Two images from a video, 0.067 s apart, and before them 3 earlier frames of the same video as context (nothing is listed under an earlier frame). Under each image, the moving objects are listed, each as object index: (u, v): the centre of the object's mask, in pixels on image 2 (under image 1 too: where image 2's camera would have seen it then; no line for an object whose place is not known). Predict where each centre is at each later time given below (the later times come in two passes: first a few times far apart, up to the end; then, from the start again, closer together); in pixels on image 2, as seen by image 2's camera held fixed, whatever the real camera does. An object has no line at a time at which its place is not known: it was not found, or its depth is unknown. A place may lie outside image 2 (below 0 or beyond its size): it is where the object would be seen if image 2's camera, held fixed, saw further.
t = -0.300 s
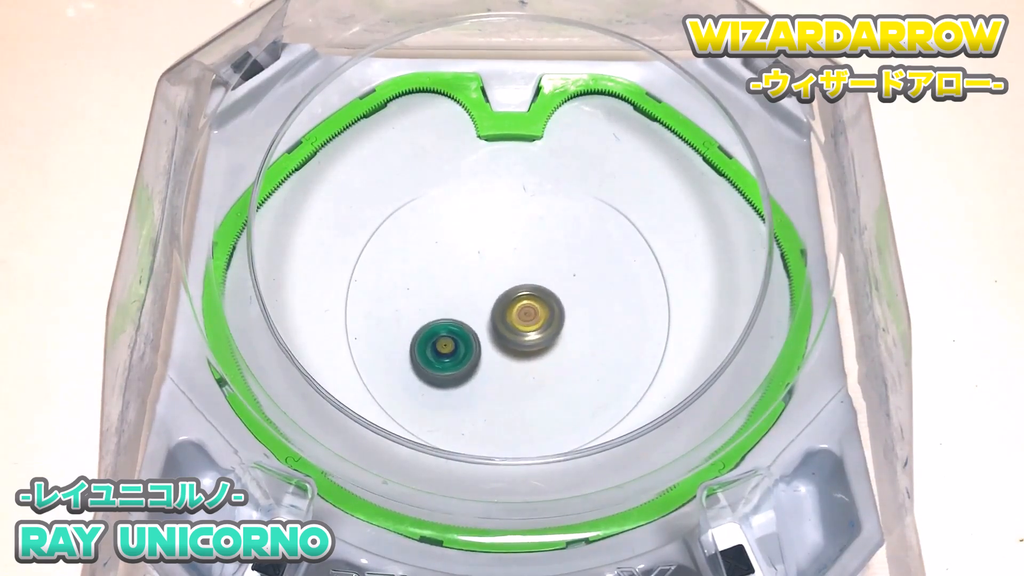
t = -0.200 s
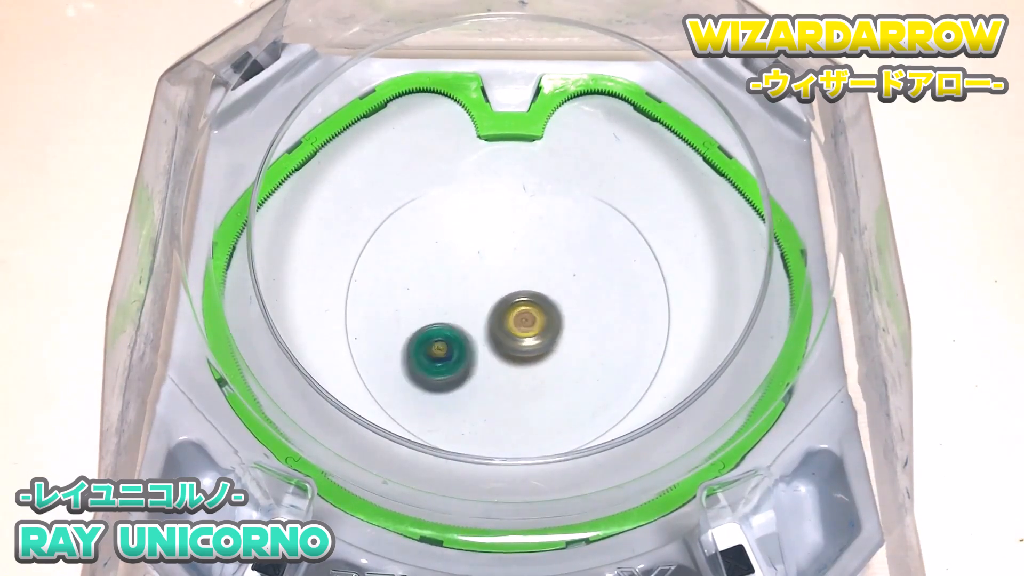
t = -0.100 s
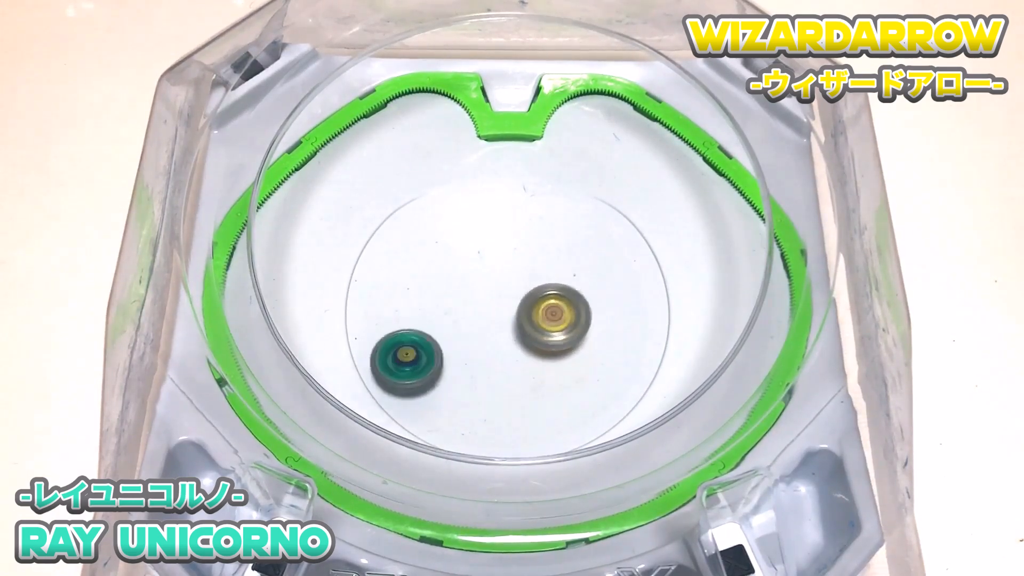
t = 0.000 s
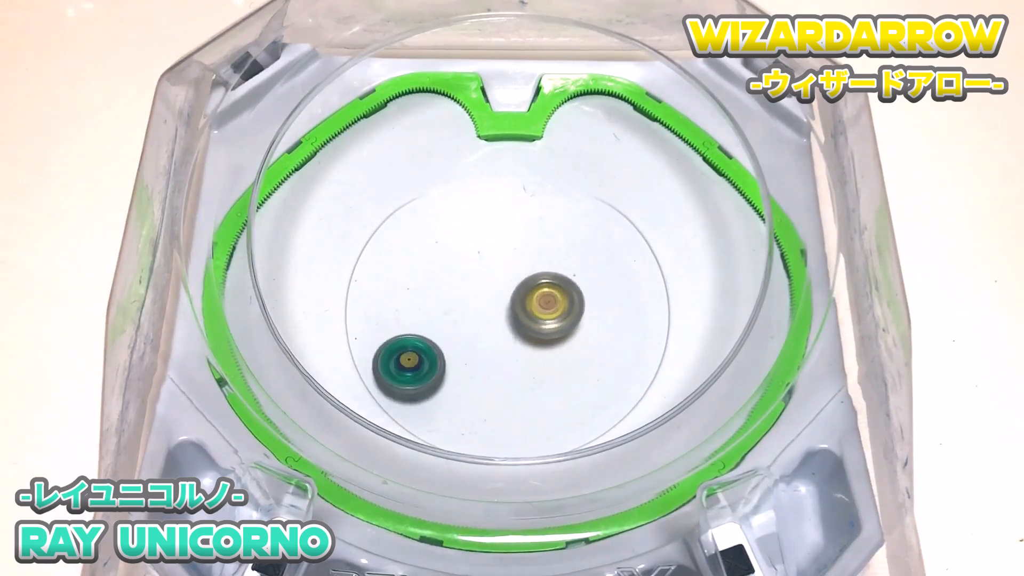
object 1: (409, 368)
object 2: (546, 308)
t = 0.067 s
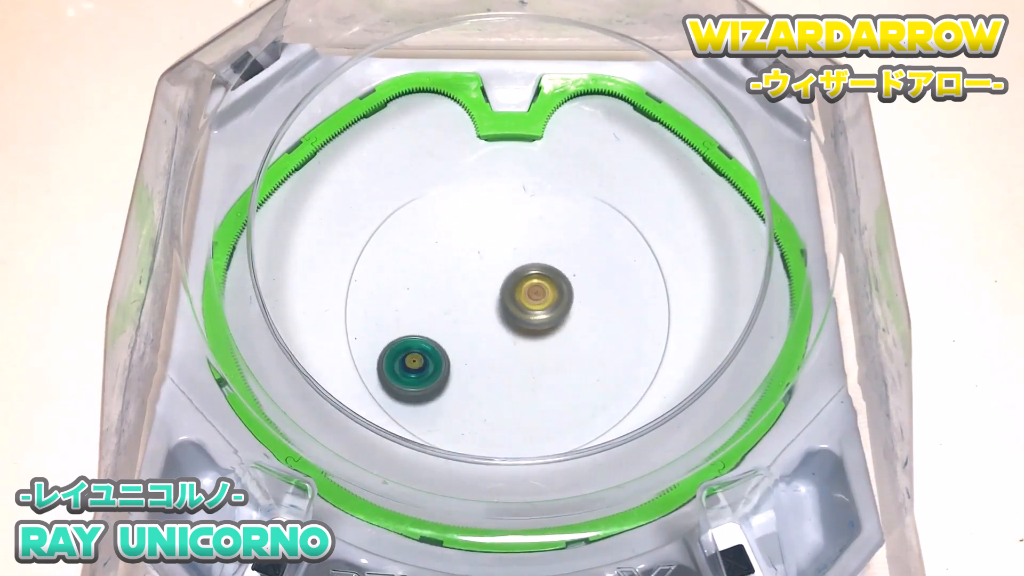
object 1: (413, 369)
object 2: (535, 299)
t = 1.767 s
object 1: (571, 311)
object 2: (501, 285)
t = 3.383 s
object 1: (614, 294)
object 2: (373, 337)
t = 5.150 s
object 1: (446, 336)
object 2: (577, 337)
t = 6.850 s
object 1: (546, 283)
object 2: (470, 357)
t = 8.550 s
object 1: (412, 345)
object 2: (474, 390)
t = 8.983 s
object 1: (433, 300)
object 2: (504, 323)
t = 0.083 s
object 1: (415, 369)
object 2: (532, 297)
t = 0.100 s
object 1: (416, 369)
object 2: (529, 295)
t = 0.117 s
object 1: (418, 369)
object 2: (526, 293)
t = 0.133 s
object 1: (419, 369)
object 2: (522, 293)
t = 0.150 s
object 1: (421, 368)
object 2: (518, 292)
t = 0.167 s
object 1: (422, 368)
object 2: (514, 291)
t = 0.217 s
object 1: (427, 366)
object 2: (502, 291)
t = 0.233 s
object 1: (428, 366)
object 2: (498, 292)
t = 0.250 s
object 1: (430, 365)
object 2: (495, 293)
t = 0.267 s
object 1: (432, 364)
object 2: (491, 295)
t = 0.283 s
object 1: (433, 364)
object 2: (488, 297)
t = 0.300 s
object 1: (435, 363)
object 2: (484, 300)
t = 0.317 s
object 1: (437, 362)
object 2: (482, 301)
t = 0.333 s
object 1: (439, 361)
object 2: (479, 304)
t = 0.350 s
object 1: (438, 362)
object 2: (479, 304)
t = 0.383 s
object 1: (433, 368)
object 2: (484, 301)
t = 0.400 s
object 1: (432, 369)
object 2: (486, 300)
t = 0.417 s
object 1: (432, 369)
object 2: (488, 299)
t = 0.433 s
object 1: (433, 368)
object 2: (489, 300)
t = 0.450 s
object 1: (434, 368)
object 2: (490, 300)
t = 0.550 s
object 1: (444, 364)
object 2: (492, 305)
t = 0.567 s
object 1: (446, 363)
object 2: (492, 305)
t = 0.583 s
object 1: (447, 362)
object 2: (492, 306)
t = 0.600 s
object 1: (449, 361)
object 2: (493, 305)
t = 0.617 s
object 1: (451, 360)
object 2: (493, 305)
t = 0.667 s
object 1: (455, 358)
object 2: (496, 302)
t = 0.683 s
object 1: (457, 358)
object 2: (497, 301)
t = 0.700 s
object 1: (458, 356)
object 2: (498, 300)
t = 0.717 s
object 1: (460, 356)
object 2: (498, 299)
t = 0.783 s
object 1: (464, 353)
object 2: (502, 291)
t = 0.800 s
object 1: (466, 351)
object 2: (502, 289)
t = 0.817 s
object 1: (467, 350)
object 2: (503, 287)
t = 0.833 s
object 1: (469, 349)
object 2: (502, 285)
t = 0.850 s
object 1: (471, 348)
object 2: (502, 283)
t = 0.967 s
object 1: (485, 338)
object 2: (497, 272)
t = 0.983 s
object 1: (487, 338)
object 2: (496, 271)
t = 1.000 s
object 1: (488, 337)
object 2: (496, 269)
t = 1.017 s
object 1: (490, 336)
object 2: (495, 268)
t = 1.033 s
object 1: (492, 335)
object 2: (494, 267)
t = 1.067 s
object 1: (496, 332)
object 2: (492, 265)
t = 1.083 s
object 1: (498, 331)
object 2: (490, 265)
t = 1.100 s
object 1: (500, 330)
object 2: (489, 264)
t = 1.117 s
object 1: (502, 329)
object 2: (488, 263)
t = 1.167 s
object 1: (508, 326)
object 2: (485, 262)
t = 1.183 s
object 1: (510, 325)
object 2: (484, 262)
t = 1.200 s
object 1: (512, 324)
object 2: (484, 261)
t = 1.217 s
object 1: (514, 322)
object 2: (483, 261)
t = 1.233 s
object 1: (516, 321)
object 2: (482, 261)
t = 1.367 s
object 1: (531, 314)
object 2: (479, 267)
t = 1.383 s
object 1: (534, 314)
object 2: (479, 267)
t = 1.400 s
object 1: (535, 314)
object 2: (479, 269)
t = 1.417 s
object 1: (537, 314)
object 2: (480, 269)
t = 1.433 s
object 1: (539, 314)
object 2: (480, 270)
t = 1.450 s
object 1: (541, 313)
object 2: (481, 272)
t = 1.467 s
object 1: (542, 313)
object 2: (482, 273)
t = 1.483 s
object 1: (544, 312)
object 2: (483, 274)
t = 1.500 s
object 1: (545, 312)
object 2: (484, 275)
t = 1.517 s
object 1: (547, 311)
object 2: (485, 276)
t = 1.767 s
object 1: (571, 311)
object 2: (501, 285)
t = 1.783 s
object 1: (572, 312)
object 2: (502, 287)
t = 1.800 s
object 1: (574, 312)
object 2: (504, 286)
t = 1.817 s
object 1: (575, 312)
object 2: (505, 286)
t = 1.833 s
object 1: (575, 312)
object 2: (506, 286)
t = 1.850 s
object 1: (576, 312)
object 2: (508, 286)
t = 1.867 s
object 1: (576, 312)
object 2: (509, 286)
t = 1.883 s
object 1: (577, 312)
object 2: (510, 286)
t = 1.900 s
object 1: (577, 312)
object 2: (512, 286)
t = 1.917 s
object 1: (577, 312)
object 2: (513, 286)
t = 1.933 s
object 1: (578, 312)
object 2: (514, 285)
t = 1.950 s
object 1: (579, 313)
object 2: (514, 284)
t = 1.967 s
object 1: (581, 314)
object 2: (514, 283)
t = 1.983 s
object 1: (582, 315)
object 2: (514, 282)
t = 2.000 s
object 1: (583, 316)
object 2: (514, 282)
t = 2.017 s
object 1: (583, 316)
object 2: (514, 281)
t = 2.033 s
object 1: (583, 317)
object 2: (514, 281)
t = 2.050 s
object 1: (583, 317)
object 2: (514, 281)
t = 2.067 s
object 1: (583, 318)
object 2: (514, 280)
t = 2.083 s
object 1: (583, 318)
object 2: (514, 280)
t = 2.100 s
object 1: (583, 318)
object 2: (514, 280)
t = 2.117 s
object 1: (583, 318)
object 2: (514, 280)
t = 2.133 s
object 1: (583, 319)
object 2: (513, 280)
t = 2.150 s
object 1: (582, 319)
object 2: (513, 280)
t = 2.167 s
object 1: (582, 320)
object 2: (513, 280)
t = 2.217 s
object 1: (580, 321)
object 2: (512, 281)
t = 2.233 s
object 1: (579, 321)
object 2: (512, 281)
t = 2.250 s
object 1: (578, 322)
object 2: (512, 282)
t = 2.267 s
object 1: (577, 322)
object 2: (512, 283)
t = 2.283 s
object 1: (576, 322)
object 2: (512, 284)
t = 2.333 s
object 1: (572, 323)
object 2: (512, 284)
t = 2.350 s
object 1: (571, 323)
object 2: (512, 285)
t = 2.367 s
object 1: (570, 324)
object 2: (512, 286)
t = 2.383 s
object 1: (569, 324)
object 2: (512, 286)
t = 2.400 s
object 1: (568, 325)
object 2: (510, 286)
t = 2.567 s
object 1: (558, 331)
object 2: (501, 292)
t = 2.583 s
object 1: (557, 331)
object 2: (500, 292)
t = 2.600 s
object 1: (555, 332)
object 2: (499, 292)
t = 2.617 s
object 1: (555, 334)
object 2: (496, 293)
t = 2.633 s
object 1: (556, 336)
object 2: (491, 290)
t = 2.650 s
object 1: (557, 339)
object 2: (488, 287)
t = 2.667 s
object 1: (558, 341)
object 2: (485, 286)
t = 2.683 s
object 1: (557, 343)
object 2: (482, 285)
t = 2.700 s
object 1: (556, 343)
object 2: (480, 284)
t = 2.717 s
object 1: (554, 343)
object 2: (478, 285)
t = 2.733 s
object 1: (552, 344)
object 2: (476, 285)
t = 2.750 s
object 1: (550, 343)
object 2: (474, 286)
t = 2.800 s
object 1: (544, 341)
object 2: (467, 291)
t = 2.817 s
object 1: (542, 340)
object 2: (465, 294)
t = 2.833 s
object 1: (540, 340)
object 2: (463, 295)
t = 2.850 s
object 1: (538, 339)
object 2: (462, 297)
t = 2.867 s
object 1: (535, 338)
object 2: (461, 299)
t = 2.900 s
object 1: (530, 336)
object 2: (460, 305)
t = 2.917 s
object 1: (528, 335)
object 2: (460, 307)
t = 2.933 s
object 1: (526, 334)
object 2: (461, 308)
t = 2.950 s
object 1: (534, 337)
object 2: (451, 307)
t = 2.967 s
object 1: (549, 343)
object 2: (436, 301)
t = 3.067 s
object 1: (615, 363)
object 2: (378, 276)
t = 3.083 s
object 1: (620, 363)
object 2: (373, 276)
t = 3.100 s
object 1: (623, 361)
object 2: (369, 277)
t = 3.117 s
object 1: (626, 358)
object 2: (366, 278)
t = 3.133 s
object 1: (627, 355)
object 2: (363, 281)
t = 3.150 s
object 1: (627, 351)
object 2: (361, 284)
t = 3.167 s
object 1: (628, 347)
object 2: (359, 287)
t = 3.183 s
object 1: (628, 342)
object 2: (358, 291)
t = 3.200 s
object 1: (628, 338)
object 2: (356, 295)
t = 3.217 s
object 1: (627, 334)
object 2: (356, 299)
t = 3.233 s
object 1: (627, 330)
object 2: (355, 303)
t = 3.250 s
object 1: (626, 326)
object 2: (356, 307)
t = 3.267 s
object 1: (625, 321)
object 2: (356, 311)
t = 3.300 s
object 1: (623, 313)
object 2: (359, 319)
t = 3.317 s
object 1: (621, 309)
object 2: (360, 323)
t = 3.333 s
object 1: (620, 305)
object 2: (363, 327)
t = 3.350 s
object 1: (618, 301)
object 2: (366, 331)
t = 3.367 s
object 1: (616, 298)
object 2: (369, 334)
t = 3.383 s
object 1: (614, 294)
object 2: (373, 337)
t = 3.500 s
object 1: (595, 270)
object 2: (411, 354)
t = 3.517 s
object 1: (591, 266)
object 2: (418, 356)
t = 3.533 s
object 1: (588, 263)
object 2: (424, 357)
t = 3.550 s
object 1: (584, 260)
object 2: (431, 357)
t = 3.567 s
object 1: (580, 257)
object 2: (438, 357)
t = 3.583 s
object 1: (576, 254)
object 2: (445, 357)
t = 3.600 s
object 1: (571, 251)
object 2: (452, 356)
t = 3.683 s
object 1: (549, 241)
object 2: (486, 346)
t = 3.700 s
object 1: (544, 239)
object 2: (492, 343)
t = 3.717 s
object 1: (540, 237)
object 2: (498, 340)
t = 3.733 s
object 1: (536, 236)
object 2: (504, 336)
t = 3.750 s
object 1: (531, 235)
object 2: (510, 332)
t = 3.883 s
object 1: (499, 231)
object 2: (548, 294)
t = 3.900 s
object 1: (496, 231)
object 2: (551, 289)
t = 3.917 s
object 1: (492, 231)
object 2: (554, 284)
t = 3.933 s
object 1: (489, 231)
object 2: (557, 278)
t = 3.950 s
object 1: (486, 232)
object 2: (559, 273)
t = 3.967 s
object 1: (483, 232)
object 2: (561, 268)
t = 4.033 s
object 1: (472, 235)
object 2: (565, 247)
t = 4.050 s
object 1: (470, 236)
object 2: (566, 242)
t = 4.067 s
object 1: (467, 237)
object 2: (565, 238)
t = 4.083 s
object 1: (465, 238)
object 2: (565, 233)
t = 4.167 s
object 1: (457, 243)
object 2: (560, 213)
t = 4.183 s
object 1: (456, 244)
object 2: (558, 209)
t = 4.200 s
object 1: (454, 245)
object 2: (556, 206)
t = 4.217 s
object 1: (453, 246)
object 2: (553, 203)
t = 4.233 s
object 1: (452, 247)
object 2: (550, 200)
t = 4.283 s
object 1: (449, 250)
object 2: (540, 194)
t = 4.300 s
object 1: (448, 251)
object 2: (537, 192)
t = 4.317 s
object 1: (447, 252)
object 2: (533, 190)
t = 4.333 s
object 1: (447, 253)
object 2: (529, 191)
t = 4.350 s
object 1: (446, 254)
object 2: (525, 191)
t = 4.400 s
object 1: (444, 257)
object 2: (514, 194)
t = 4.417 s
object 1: (444, 259)
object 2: (511, 194)
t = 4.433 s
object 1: (444, 260)
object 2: (508, 199)
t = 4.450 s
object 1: (444, 261)
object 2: (505, 201)
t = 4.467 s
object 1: (443, 262)
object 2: (502, 204)
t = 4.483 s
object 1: (443, 263)
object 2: (499, 208)
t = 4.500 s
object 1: (443, 265)
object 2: (497, 212)
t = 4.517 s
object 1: (443, 266)
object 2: (495, 216)
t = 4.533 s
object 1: (442, 267)
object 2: (493, 220)
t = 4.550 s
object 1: (441, 268)
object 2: (492, 224)
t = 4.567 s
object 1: (439, 271)
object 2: (492, 228)
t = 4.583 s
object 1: (436, 274)
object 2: (494, 231)
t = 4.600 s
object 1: (434, 277)
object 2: (496, 235)
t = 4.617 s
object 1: (432, 279)
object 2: (499, 240)
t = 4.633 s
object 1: (432, 281)
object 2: (500, 244)
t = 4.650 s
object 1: (431, 283)
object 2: (502, 249)
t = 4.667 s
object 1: (431, 286)
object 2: (503, 254)
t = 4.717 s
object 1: (431, 292)
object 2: (506, 267)
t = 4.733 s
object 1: (431, 294)
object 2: (508, 271)
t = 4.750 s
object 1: (431, 296)
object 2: (509, 275)
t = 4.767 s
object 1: (431, 298)
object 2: (511, 279)
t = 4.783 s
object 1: (431, 300)
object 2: (513, 283)
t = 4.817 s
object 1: (432, 304)
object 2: (518, 291)
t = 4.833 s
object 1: (432, 306)
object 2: (520, 294)
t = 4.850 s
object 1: (432, 307)
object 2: (523, 298)
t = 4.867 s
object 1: (433, 310)
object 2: (526, 301)
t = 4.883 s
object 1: (433, 311)
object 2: (529, 305)
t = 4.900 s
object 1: (434, 313)
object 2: (531, 308)
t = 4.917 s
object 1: (434, 315)
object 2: (534, 311)
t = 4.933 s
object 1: (435, 317)
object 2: (537, 313)
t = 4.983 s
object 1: (437, 322)
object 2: (547, 321)
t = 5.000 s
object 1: (437, 323)
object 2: (550, 323)
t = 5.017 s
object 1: (438, 325)
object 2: (553, 325)
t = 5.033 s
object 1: (439, 326)
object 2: (557, 327)
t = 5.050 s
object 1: (440, 328)
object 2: (560, 329)
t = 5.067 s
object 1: (441, 329)
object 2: (563, 331)
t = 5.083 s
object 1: (442, 331)
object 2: (566, 333)
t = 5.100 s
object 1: (443, 332)
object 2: (569, 334)
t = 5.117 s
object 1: (444, 333)
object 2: (571, 335)
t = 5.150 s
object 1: (446, 336)
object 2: (577, 337)
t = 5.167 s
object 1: (447, 337)
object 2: (580, 338)
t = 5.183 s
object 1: (448, 338)
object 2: (583, 338)
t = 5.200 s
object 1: (449, 339)
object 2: (585, 338)
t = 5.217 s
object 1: (450, 340)
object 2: (588, 338)
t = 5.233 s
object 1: (451, 342)
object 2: (590, 338)
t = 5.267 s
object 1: (454, 344)
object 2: (593, 337)
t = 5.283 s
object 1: (455, 344)
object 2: (594, 337)
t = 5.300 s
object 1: (456, 345)
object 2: (595, 336)
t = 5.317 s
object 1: (457, 346)
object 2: (595, 335)
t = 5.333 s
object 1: (459, 347)
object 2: (596, 334)
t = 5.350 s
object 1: (460, 347)
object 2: (595, 333)
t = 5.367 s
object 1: (461, 348)
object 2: (595, 332)
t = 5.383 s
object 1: (462, 349)
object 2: (595, 330)
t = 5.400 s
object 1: (464, 350)
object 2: (593, 329)
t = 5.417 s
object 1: (465, 350)
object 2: (592, 328)
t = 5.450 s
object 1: (467, 351)
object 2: (589, 326)
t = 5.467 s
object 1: (469, 352)
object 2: (587, 325)
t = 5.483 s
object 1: (470, 352)
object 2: (585, 324)
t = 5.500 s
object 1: (471, 353)
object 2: (582, 323)
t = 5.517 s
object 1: (472, 353)
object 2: (579, 322)
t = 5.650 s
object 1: (482, 356)
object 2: (549, 319)
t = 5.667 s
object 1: (483, 356)
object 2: (546, 319)
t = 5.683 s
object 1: (483, 357)
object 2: (542, 319)
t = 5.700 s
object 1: (469, 361)
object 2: (552, 315)
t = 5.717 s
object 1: (450, 366)
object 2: (564, 309)
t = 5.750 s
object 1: (421, 373)
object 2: (583, 299)
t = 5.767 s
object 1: (409, 376)
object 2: (590, 294)
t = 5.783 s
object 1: (398, 379)
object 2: (596, 289)
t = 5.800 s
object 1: (390, 381)
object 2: (600, 285)
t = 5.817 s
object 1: (384, 383)
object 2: (602, 281)
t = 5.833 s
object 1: (379, 385)
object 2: (603, 277)
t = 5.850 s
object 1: (379, 386)
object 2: (602, 273)
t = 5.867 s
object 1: (383, 387)
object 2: (599, 270)
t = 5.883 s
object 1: (388, 387)
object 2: (596, 266)
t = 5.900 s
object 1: (393, 387)
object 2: (592, 263)
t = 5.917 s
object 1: (398, 387)
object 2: (587, 259)
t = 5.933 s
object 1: (402, 387)
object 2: (582, 255)
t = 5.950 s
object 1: (407, 387)
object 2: (577, 252)
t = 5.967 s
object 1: (411, 386)
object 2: (572, 249)
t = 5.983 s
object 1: (414, 386)
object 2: (566, 246)
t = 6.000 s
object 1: (418, 385)
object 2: (561, 244)
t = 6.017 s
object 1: (421, 384)
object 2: (555, 242)
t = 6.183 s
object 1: (441, 375)
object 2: (495, 236)
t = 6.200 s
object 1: (442, 374)
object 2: (490, 237)
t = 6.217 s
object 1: (443, 373)
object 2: (484, 238)
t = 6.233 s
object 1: (444, 372)
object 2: (479, 240)
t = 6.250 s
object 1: (445, 372)
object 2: (474, 242)
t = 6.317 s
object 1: (450, 368)
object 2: (455, 251)
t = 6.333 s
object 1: (451, 367)
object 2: (450, 254)
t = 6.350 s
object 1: (452, 365)
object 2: (446, 257)
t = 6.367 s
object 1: (454, 364)
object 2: (443, 261)
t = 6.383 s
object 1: (456, 362)
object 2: (439, 264)
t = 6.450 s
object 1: (464, 355)
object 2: (428, 279)
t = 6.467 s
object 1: (467, 353)
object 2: (426, 283)
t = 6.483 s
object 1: (469, 350)
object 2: (425, 287)
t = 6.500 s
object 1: (472, 348)
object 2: (423, 291)
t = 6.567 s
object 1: (486, 338)
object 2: (422, 308)
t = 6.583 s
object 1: (489, 335)
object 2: (422, 312)
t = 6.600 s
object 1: (493, 332)
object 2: (422, 316)
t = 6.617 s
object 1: (497, 329)
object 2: (423, 320)
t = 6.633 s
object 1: (500, 326)
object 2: (425, 324)
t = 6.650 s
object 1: (504, 322)
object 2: (427, 328)
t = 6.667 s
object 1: (508, 319)
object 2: (429, 331)
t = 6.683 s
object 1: (512, 316)
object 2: (431, 335)
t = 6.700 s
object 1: (515, 313)
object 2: (434, 338)
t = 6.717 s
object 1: (519, 310)
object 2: (437, 342)
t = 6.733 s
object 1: (523, 306)
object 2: (440, 345)
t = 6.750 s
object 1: (526, 303)
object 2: (444, 347)
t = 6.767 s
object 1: (530, 300)
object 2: (448, 349)
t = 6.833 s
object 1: (543, 286)
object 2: (466, 356)
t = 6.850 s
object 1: (546, 283)
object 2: (470, 357)
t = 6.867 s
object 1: (549, 280)
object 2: (475, 357)
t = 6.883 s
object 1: (551, 277)
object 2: (480, 357)
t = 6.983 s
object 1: (564, 264)
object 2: (508, 352)
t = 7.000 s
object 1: (566, 262)
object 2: (513, 351)
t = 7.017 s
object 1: (567, 260)
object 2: (517, 349)
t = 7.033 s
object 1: (569, 259)
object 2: (521, 346)
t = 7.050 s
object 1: (570, 258)
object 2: (525, 343)
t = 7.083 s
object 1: (571, 256)
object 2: (532, 338)
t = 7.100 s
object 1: (572, 256)
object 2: (536, 334)
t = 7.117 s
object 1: (572, 255)
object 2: (539, 331)
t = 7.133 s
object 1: (572, 255)
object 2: (542, 327)
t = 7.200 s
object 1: (574, 252)
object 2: (551, 313)
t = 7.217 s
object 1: (575, 251)
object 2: (552, 309)
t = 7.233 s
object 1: (575, 250)
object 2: (553, 305)
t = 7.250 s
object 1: (578, 247)
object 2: (550, 305)
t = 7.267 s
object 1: (581, 242)
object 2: (545, 309)
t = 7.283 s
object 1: (584, 236)
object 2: (540, 314)
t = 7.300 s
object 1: (587, 230)
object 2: (535, 317)
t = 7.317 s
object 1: (589, 224)
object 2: (531, 319)
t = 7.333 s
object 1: (591, 220)
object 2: (527, 320)
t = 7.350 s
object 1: (591, 217)
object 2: (524, 321)
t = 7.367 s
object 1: (592, 214)
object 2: (521, 321)
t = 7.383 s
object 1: (592, 213)
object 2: (519, 321)
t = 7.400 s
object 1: (590, 213)
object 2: (518, 321)
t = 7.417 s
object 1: (589, 213)
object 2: (517, 320)
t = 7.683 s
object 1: (547, 243)
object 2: (520, 319)
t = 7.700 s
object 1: (543, 246)
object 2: (519, 319)
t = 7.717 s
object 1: (539, 250)
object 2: (519, 318)
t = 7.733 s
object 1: (535, 252)
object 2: (518, 318)
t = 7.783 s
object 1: (523, 259)
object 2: (516, 316)
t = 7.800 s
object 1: (519, 261)
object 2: (513, 317)
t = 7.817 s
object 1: (513, 264)
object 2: (510, 321)
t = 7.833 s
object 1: (511, 266)
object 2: (504, 329)
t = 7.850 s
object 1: (511, 262)
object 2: (496, 341)
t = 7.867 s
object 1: (511, 256)
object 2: (488, 355)
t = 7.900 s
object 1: (509, 252)
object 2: (474, 381)
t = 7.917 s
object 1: (509, 251)
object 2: (469, 391)
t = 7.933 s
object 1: (509, 250)
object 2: (464, 399)
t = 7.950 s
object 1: (508, 252)
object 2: (462, 407)
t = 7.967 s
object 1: (507, 255)
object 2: (460, 413)
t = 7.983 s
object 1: (504, 256)
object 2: (460, 417)
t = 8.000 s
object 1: (500, 259)
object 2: (461, 421)
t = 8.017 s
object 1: (496, 262)
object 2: (462, 424)
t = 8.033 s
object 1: (491, 266)
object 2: (465, 426)
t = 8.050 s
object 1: (487, 269)
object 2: (468, 425)
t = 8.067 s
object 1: (482, 273)
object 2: (472, 425)
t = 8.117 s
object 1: (468, 286)
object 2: (483, 424)
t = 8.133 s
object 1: (463, 289)
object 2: (487, 424)
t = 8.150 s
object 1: (459, 294)
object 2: (489, 423)
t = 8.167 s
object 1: (454, 298)
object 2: (492, 422)
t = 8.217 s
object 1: (443, 309)
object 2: (497, 420)
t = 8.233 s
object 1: (439, 312)
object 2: (498, 419)
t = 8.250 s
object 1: (436, 315)
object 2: (499, 418)
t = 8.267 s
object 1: (433, 318)
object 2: (499, 417)
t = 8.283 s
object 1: (430, 321)
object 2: (499, 416)
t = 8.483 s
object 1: (411, 343)
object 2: (479, 400)
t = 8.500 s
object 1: (411, 344)
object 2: (478, 397)
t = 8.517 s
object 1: (411, 344)
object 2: (476, 395)
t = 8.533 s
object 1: (411, 345)
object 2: (475, 392)
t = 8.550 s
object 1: (412, 345)
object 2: (474, 390)
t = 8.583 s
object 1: (413, 345)
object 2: (471, 384)
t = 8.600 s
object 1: (413, 345)
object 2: (470, 381)
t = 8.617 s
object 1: (413, 344)
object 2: (470, 378)
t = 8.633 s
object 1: (412, 341)
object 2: (471, 377)
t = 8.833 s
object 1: (419, 321)
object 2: (480, 343)
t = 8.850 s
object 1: (420, 320)
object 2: (481, 339)
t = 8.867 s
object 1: (421, 319)
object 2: (483, 335)
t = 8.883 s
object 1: (422, 316)
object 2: (487, 334)
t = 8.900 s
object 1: (422, 312)
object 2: (491, 334)
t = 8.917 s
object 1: (423, 309)
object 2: (495, 334)
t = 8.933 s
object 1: (425, 307)
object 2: (497, 332)
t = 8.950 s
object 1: (427, 305)
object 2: (500, 330)
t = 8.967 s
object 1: (430, 303)
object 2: (502, 326)
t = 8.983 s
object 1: (433, 300)
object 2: (504, 323)
